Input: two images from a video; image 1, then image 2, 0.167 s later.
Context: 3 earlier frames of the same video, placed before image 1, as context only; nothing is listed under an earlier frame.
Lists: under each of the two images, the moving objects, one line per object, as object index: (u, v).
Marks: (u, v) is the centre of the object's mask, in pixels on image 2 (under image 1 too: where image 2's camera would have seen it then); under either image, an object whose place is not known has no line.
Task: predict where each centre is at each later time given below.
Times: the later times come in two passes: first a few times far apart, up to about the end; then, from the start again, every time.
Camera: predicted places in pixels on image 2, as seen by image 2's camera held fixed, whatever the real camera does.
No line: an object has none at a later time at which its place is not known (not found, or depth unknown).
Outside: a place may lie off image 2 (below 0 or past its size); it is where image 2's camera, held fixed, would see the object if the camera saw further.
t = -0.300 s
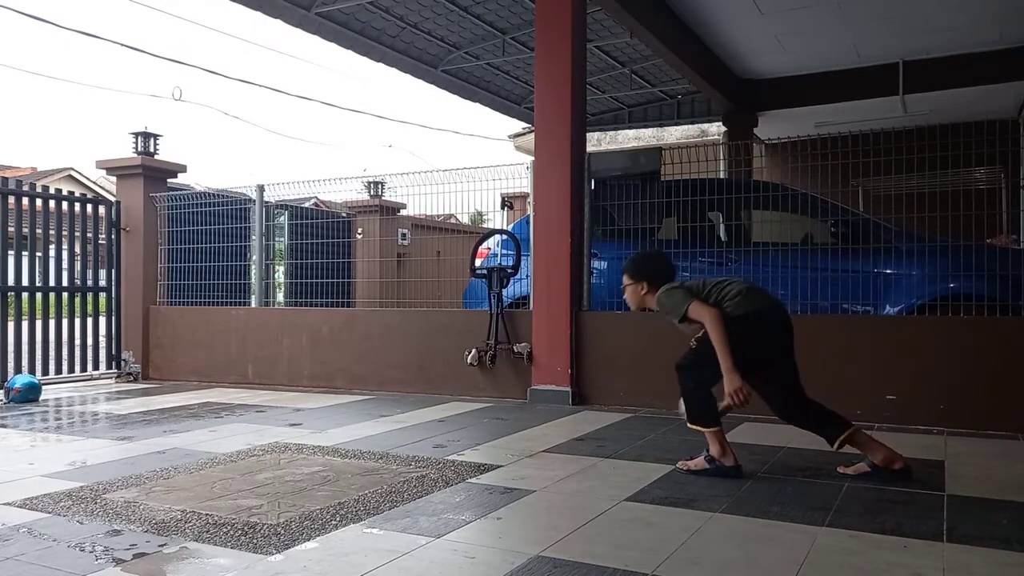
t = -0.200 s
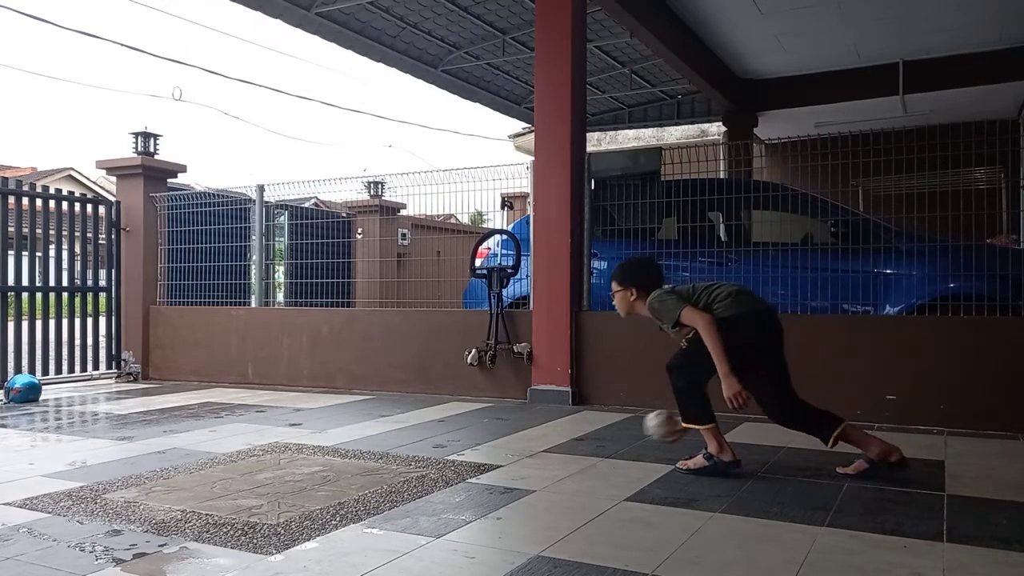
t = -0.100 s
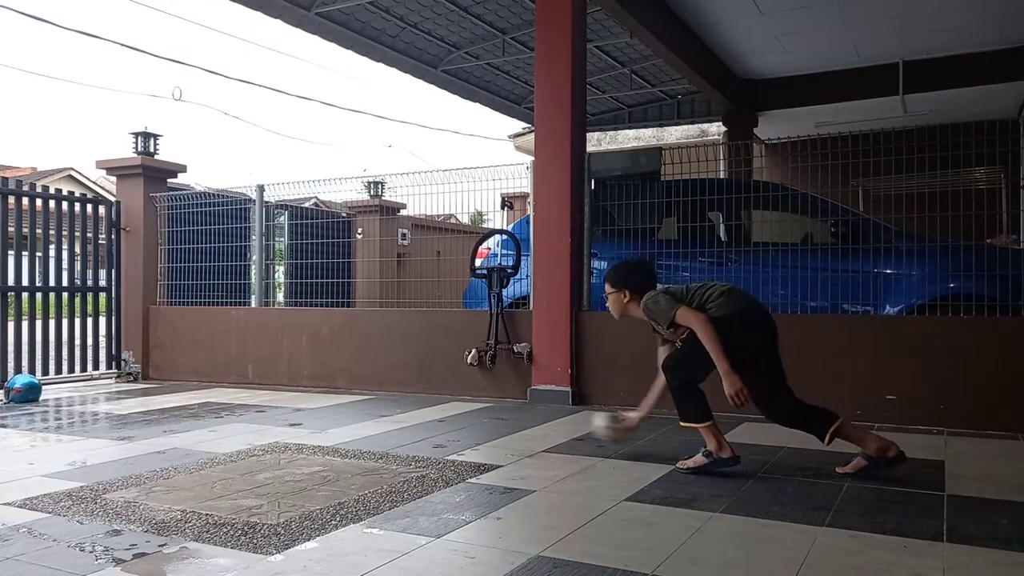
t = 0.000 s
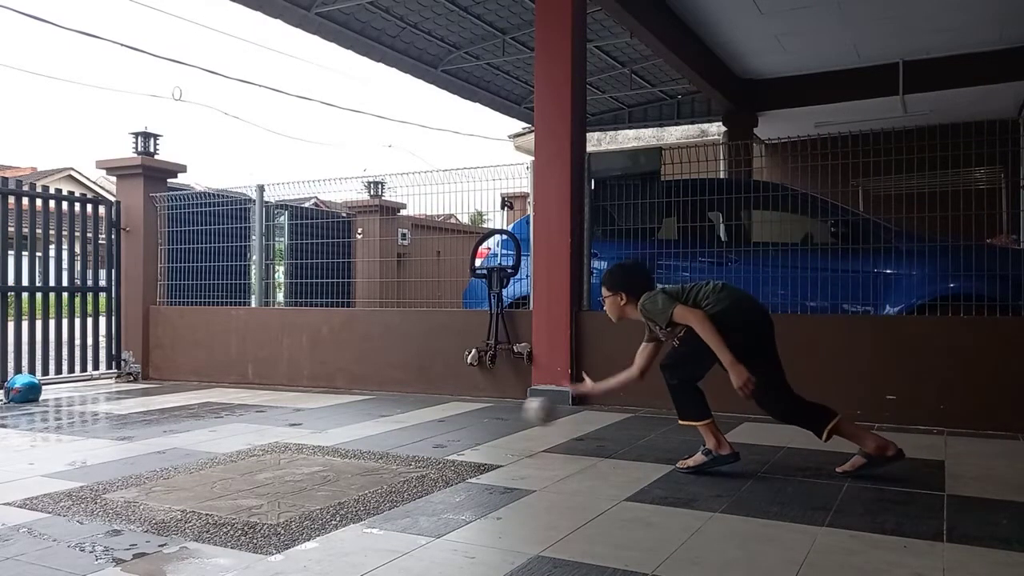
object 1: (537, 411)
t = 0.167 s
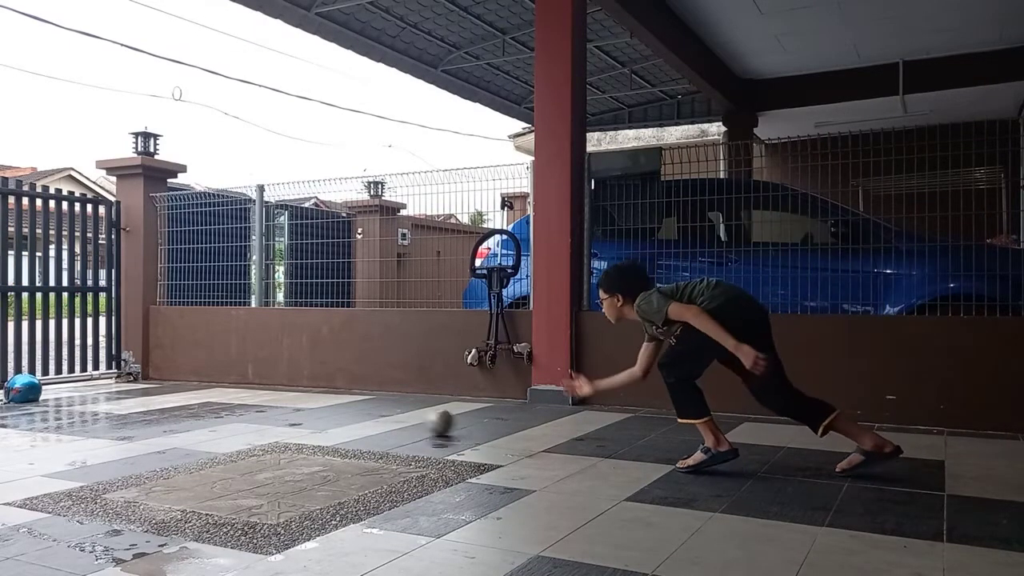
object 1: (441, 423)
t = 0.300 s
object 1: (389, 412)
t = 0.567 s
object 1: (309, 406)
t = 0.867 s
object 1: (237, 403)
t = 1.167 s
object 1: (179, 397)
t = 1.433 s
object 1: (136, 393)
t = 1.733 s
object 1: (94, 391)
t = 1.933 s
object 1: (69, 388)
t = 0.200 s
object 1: (426, 416)
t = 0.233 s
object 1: (413, 412)
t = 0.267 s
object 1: (401, 410)
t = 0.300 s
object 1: (389, 412)
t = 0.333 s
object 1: (378, 415)
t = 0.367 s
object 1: (368, 414)
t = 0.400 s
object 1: (357, 411)
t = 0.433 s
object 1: (346, 409)
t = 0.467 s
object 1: (336, 410)
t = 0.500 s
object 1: (326, 412)
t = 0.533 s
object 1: (317, 408)
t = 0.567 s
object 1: (309, 406)
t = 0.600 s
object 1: (300, 407)
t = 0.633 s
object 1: (291, 409)
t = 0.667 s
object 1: (282, 407)
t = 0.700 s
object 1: (275, 405)
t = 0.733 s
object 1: (267, 406)
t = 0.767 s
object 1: (260, 405)
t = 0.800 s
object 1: (253, 404)
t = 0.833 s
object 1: (244, 404)
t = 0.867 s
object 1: (237, 403)
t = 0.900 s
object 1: (230, 402)
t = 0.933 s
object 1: (223, 401)
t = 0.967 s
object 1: (217, 402)
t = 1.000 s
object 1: (211, 401)
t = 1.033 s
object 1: (204, 399)
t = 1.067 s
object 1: (197, 400)
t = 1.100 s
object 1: (191, 399)
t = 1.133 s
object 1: (185, 398)
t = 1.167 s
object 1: (179, 397)
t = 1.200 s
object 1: (174, 397)
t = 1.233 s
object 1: (168, 396)
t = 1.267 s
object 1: (162, 395)
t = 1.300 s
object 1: (157, 395)
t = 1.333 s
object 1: (151, 395)
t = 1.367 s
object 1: (146, 394)
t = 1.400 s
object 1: (141, 394)
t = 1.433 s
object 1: (136, 393)
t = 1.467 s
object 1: (131, 393)
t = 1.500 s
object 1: (126, 391)
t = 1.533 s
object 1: (121, 392)
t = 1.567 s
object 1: (117, 392)
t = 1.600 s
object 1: (111, 392)
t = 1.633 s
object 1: (107, 391)
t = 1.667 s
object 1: (103, 392)
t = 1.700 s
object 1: (98, 390)
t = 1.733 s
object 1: (94, 391)
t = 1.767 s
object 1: (89, 388)
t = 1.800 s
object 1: (85, 388)
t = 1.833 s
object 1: (81, 389)
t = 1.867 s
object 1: (77, 388)
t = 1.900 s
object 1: (73, 388)
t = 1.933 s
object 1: (69, 388)
